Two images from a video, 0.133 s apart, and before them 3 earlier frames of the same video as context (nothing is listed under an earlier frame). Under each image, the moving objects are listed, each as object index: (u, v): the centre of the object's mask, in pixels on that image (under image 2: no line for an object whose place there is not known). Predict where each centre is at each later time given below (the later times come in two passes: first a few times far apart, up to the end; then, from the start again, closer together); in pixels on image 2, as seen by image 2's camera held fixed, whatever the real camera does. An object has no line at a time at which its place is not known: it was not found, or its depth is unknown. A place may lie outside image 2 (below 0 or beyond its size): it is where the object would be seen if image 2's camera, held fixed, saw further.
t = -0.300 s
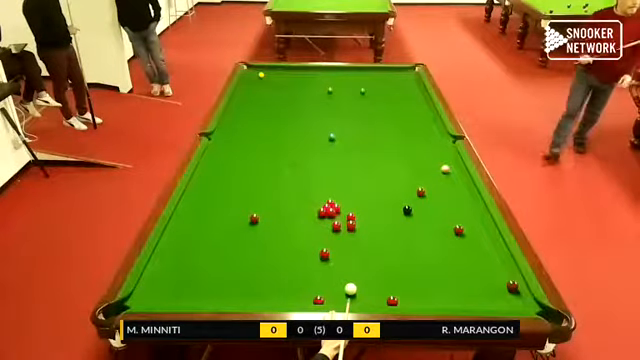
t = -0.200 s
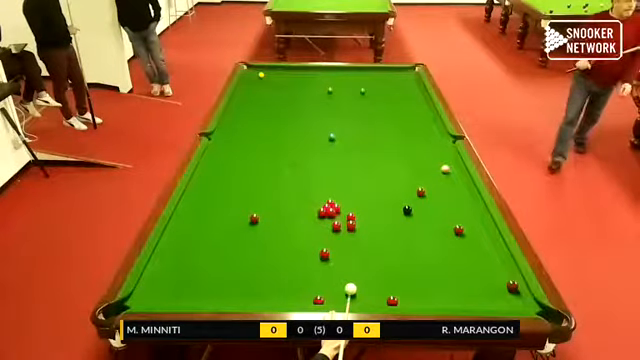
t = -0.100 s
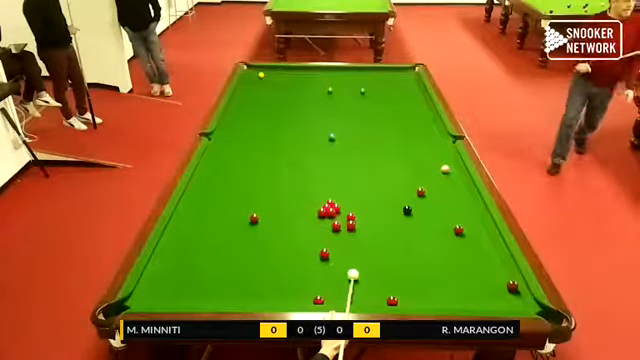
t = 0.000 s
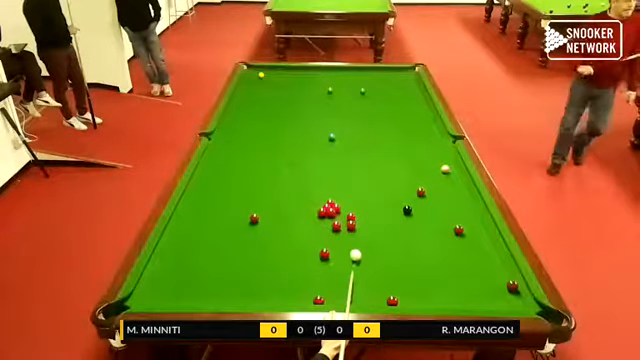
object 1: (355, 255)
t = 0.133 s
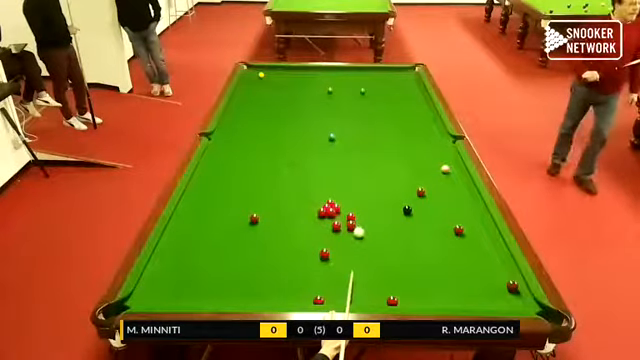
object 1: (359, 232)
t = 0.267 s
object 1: (370, 216)
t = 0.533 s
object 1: (391, 189)
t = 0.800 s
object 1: (408, 166)
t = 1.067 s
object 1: (422, 148)
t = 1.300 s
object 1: (433, 134)
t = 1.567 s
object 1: (436, 120)
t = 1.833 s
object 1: (422, 110)
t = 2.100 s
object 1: (411, 101)
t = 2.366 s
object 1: (401, 93)
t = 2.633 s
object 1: (392, 86)
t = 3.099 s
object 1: (378, 74)
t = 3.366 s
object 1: (372, 69)
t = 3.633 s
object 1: (368, 70)
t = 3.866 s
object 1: (366, 73)
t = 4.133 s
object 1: (364, 75)
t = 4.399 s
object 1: (361, 78)
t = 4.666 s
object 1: (358, 81)
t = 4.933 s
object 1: (357, 82)
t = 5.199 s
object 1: (354, 85)
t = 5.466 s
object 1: (353, 87)
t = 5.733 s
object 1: (351, 88)
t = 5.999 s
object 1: (350, 90)
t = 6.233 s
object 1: (348, 91)
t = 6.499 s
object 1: (347, 92)
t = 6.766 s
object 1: (347, 93)
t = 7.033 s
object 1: (346, 94)
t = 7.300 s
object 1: (346, 94)
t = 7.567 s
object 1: (346, 93)
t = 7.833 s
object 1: (346, 94)
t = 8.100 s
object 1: (346, 94)
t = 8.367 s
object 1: (346, 94)
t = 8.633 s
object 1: (346, 94)
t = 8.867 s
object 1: (346, 94)
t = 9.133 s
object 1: (346, 94)
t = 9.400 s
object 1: (346, 94)
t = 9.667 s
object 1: (346, 94)
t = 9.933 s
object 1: (346, 94)
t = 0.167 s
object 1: (360, 227)
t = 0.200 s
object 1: (364, 224)
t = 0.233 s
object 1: (367, 220)
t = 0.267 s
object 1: (370, 216)
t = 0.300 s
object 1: (373, 212)
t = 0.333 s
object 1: (376, 208)
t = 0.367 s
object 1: (378, 205)
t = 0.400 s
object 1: (381, 202)
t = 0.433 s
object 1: (383, 198)
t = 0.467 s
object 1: (386, 195)
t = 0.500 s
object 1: (388, 192)
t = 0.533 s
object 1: (391, 189)
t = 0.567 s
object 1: (393, 186)
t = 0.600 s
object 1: (395, 183)
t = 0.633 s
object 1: (397, 180)
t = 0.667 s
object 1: (399, 177)
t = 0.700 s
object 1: (401, 174)
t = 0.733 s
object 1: (404, 172)
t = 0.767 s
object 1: (406, 169)
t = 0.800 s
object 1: (408, 166)
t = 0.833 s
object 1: (410, 164)
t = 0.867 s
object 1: (411, 161)
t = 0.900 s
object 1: (413, 159)
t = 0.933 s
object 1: (415, 156)
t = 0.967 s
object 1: (417, 154)
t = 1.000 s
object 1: (419, 152)
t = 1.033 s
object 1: (421, 150)
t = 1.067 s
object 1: (422, 148)
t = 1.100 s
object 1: (424, 145)
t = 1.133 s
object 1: (425, 143)
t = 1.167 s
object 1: (427, 141)
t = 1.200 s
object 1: (429, 139)
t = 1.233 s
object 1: (430, 137)
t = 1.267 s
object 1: (431, 136)
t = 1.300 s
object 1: (433, 134)
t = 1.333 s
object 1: (434, 131)
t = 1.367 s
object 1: (435, 130)
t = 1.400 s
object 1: (437, 128)
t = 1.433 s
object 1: (438, 126)
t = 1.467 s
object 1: (440, 124)
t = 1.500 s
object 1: (440, 123)
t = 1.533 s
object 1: (438, 121)
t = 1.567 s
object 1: (436, 120)
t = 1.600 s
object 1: (434, 119)
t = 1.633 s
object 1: (432, 118)
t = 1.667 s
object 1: (431, 116)
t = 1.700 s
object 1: (429, 115)
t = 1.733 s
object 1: (427, 114)
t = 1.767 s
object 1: (426, 112)
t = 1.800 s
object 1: (424, 111)
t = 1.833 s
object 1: (422, 110)
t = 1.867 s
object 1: (421, 109)
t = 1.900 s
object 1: (420, 107)
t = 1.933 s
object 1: (419, 106)
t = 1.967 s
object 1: (417, 105)
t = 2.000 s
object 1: (415, 103)
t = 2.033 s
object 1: (414, 103)
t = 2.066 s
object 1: (412, 102)
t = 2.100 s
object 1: (411, 101)
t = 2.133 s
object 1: (410, 100)
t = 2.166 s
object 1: (409, 99)
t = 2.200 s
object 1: (408, 98)
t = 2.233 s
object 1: (406, 97)
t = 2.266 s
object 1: (405, 96)
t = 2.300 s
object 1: (404, 95)
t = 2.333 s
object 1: (402, 94)
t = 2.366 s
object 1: (401, 93)
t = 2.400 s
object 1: (400, 92)
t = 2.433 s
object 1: (399, 91)
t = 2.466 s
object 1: (398, 90)
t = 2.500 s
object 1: (397, 90)
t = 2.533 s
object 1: (396, 88)
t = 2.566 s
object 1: (395, 87)
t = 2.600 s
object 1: (393, 87)
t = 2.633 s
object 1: (392, 86)
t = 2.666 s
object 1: (392, 85)
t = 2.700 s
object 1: (390, 84)
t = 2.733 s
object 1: (389, 83)
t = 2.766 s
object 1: (389, 83)
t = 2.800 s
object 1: (388, 82)
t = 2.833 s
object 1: (388, 82)
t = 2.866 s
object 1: (386, 80)
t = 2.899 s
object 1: (384, 78)
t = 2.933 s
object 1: (382, 77)
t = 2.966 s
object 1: (382, 77)
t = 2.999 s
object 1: (380, 76)
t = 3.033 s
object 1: (379, 75)
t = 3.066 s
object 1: (378, 74)
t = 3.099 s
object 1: (378, 74)
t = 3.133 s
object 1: (377, 73)
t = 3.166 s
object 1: (376, 72)
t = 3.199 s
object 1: (376, 72)
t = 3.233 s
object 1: (375, 71)
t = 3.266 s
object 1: (374, 70)
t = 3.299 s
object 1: (373, 70)
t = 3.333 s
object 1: (372, 69)
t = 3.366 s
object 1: (372, 69)
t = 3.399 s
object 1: (371, 69)
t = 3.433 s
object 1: (370, 69)
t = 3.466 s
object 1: (370, 69)
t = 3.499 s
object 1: (370, 69)
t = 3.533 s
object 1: (369, 69)
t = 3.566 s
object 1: (369, 69)
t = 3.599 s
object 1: (368, 70)
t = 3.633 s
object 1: (368, 70)
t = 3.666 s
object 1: (368, 71)
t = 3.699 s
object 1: (368, 71)
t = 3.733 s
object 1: (367, 71)
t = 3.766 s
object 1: (367, 71)
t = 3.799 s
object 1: (367, 72)
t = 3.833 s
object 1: (367, 72)
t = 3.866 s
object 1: (366, 73)
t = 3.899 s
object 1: (366, 73)
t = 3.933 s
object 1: (365, 74)
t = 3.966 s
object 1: (365, 74)
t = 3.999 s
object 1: (365, 74)
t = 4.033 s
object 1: (364, 75)
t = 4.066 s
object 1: (364, 75)
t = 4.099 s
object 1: (364, 75)
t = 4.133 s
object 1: (364, 75)
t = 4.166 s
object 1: (363, 76)
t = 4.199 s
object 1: (362, 76)
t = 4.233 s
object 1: (362, 76)
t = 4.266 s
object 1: (362, 76)
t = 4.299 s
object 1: (362, 77)
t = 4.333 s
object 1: (361, 77)
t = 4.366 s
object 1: (361, 78)
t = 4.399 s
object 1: (361, 78)
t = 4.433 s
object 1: (361, 78)
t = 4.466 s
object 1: (361, 78)
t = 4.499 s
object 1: (360, 79)
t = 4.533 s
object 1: (360, 79)
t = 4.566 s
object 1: (360, 79)
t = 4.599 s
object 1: (360, 80)
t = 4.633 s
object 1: (359, 80)
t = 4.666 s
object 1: (358, 81)
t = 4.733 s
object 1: (358, 81)
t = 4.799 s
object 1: (357, 82)
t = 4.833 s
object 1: (357, 82)
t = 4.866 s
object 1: (357, 82)
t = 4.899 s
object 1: (357, 82)
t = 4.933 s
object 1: (357, 82)
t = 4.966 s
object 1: (357, 82)
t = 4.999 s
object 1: (356, 83)
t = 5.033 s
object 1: (356, 83)
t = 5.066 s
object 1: (356, 83)
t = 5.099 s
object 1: (356, 83)
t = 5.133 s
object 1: (355, 85)
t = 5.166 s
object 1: (354, 86)
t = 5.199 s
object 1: (354, 85)
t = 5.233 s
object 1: (354, 85)
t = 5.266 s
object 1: (354, 86)
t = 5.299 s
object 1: (354, 86)
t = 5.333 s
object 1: (354, 86)
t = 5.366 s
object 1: (354, 86)
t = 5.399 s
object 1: (353, 87)
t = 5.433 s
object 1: (353, 87)
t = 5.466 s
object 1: (353, 87)
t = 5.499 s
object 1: (352, 87)
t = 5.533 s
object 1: (352, 88)
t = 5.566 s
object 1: (352, 88)
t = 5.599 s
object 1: (352, 88)
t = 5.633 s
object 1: (351, 88)
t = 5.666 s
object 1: (351, 88)
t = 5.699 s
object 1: (351, 88)
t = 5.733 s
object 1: (351, 88)
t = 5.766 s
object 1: (351, 88)
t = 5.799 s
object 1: (351, 89)
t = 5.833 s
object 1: (350, 89)
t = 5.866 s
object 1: (350, 89)
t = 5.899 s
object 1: (350, 90)
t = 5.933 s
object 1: (350, 90)
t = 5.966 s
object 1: (350, 90)
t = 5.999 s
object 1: (350, 90)
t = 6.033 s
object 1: (349, 90)
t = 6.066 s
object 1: (349, 90)
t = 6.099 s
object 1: (349, 90)
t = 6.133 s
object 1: (349, 91)
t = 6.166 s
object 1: (349, 91)
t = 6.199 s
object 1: (349, 91)
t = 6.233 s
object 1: (348, 91)
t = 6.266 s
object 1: (348, 91)
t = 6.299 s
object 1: (348, 92)
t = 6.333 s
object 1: (348, 92)
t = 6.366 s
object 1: (348, 92)
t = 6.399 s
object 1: (348, 92)
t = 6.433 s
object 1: (348, 92)
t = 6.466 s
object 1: (348, 92)
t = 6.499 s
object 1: (347, 92)
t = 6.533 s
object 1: (347, 92)
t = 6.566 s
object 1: (347, 92)
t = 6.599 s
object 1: (347, 92)
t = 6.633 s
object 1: (347, 92)
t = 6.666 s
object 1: (347, 93)
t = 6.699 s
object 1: (347, 93)
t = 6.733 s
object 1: (347, 93)
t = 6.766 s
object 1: (347, 93)
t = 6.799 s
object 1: (347, 93)
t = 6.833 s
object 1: (347, 93)
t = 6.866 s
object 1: (347, 93)
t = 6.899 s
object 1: (347, 93)
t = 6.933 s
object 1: (346, 93)
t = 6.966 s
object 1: (346, 93)
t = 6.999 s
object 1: (346, 94)
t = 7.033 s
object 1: (346, 94)
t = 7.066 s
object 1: (346, 94)
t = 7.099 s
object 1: (346, 94)
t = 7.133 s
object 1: (346, 94)
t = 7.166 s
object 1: (346, 94)
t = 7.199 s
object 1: (346, 94)
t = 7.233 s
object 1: (346, 94)
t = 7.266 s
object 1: (346, 94)
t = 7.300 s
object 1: (346, 94)
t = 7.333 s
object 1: (346, 94)
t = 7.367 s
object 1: (346, 94)
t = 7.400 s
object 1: (346, 94)
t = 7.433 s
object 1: (346, 94)
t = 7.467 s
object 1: (346, 94)
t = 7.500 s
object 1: (346, 93)
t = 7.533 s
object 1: (346, 93)
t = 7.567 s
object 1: (346, 93)
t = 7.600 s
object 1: (346, 93)
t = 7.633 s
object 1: (346, 93)
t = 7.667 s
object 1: (346, 93)
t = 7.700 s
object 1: (346, 94)
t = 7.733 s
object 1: (346, 94)
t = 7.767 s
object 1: (346, 94)
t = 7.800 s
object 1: (346, 94)
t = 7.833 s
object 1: (346, 94)
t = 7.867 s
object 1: (346, 94)
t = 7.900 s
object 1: (346, 94)
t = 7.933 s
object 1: (346, 94)
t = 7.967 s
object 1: (346, 94)
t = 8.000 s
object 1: (346, 94)
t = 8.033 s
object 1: (346, 94)
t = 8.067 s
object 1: (346, 94)
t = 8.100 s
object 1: (346, 94)
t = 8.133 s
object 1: (346, 94)
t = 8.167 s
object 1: (346, 94)
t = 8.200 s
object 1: (346, 94)
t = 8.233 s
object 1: (346, 94)
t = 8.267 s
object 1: (346, 94)
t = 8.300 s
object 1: (346, 94)
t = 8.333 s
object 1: (346, 94)
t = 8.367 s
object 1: (346, 94)
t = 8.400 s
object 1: (346, 94)
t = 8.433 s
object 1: (346, 94)
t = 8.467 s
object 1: (346, 94)
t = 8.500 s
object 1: (346, 94)
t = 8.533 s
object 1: (346, 94)
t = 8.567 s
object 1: (346, 94)
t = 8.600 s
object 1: (346, 94)
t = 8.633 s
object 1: (346, 94)
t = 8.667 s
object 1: (346, 94)
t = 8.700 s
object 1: (346, 94)
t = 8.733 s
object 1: (346, 94)
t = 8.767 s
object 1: (346, 94)
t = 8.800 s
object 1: (346, 94)
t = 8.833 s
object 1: (346, 94)
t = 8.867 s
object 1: (346, 94)
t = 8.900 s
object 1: (346, 94)
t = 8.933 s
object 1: (346, 94)
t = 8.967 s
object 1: (346, 94)
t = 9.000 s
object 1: (346, 94)
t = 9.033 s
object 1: (346, 94)
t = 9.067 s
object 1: (346, 94)
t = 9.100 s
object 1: (346, 94)
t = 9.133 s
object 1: (346, 94)
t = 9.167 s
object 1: (346, 94)
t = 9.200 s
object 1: (346, 94)
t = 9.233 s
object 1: (346, 94)
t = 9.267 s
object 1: (346, 94)
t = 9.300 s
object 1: (346, 94)
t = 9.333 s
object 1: (346, 94)
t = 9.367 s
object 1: (346, 94)
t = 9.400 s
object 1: (346, 94)
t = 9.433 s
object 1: (346, 94)
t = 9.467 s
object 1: (346, 94)
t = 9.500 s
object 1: (346, 94)
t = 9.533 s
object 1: (346, 94)
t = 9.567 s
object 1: (346, 94)
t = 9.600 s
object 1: (346, 94)
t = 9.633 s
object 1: (346, 94)
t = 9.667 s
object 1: (346, 94)
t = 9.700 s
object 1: (346, 94)
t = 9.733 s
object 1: (346, 94)
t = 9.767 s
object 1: (346, 94)
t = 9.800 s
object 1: (346, 94)
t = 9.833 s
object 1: (346, 94)
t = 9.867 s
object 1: (346, 94)
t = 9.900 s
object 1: (346, 94)
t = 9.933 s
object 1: (346, 94)
